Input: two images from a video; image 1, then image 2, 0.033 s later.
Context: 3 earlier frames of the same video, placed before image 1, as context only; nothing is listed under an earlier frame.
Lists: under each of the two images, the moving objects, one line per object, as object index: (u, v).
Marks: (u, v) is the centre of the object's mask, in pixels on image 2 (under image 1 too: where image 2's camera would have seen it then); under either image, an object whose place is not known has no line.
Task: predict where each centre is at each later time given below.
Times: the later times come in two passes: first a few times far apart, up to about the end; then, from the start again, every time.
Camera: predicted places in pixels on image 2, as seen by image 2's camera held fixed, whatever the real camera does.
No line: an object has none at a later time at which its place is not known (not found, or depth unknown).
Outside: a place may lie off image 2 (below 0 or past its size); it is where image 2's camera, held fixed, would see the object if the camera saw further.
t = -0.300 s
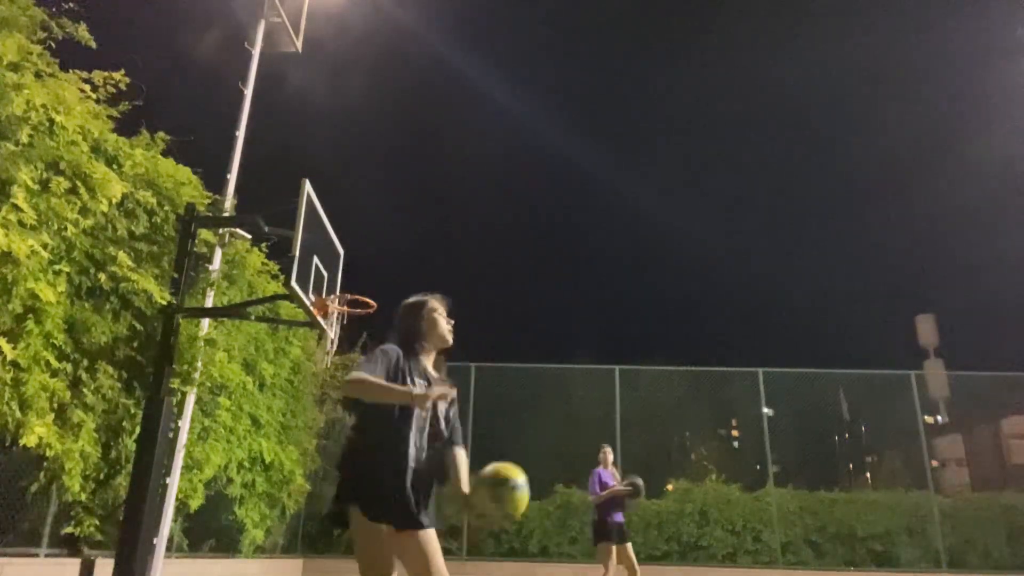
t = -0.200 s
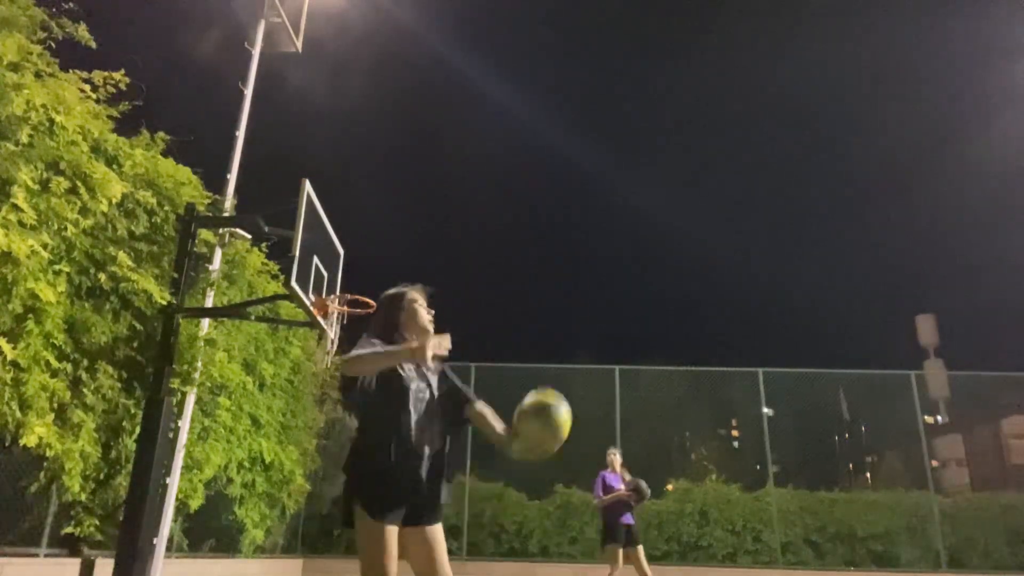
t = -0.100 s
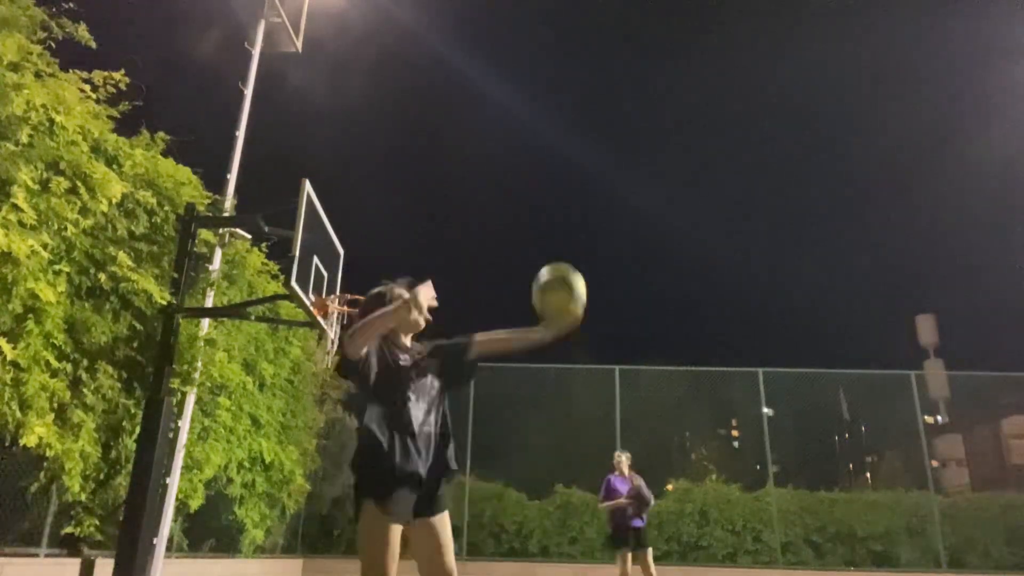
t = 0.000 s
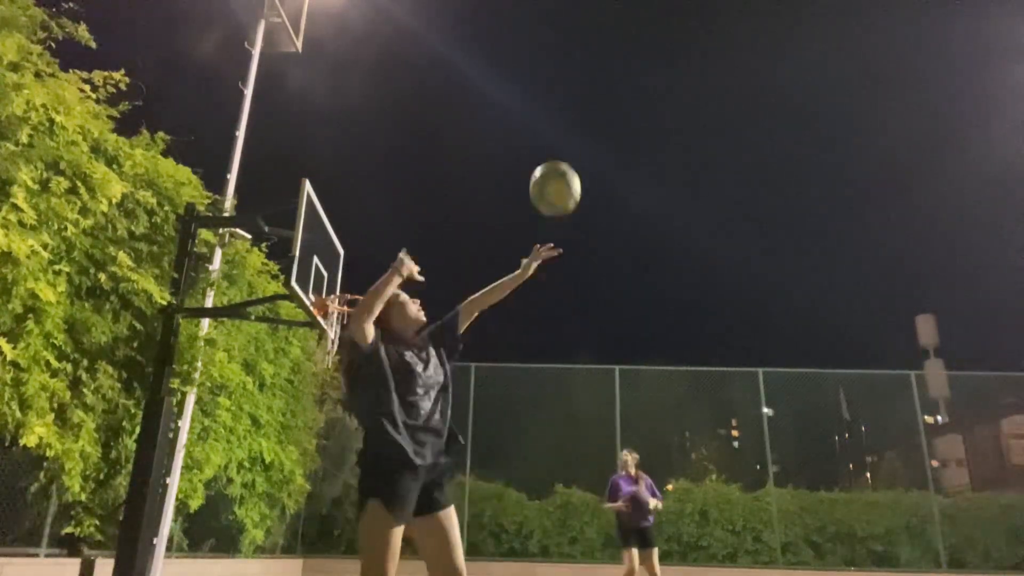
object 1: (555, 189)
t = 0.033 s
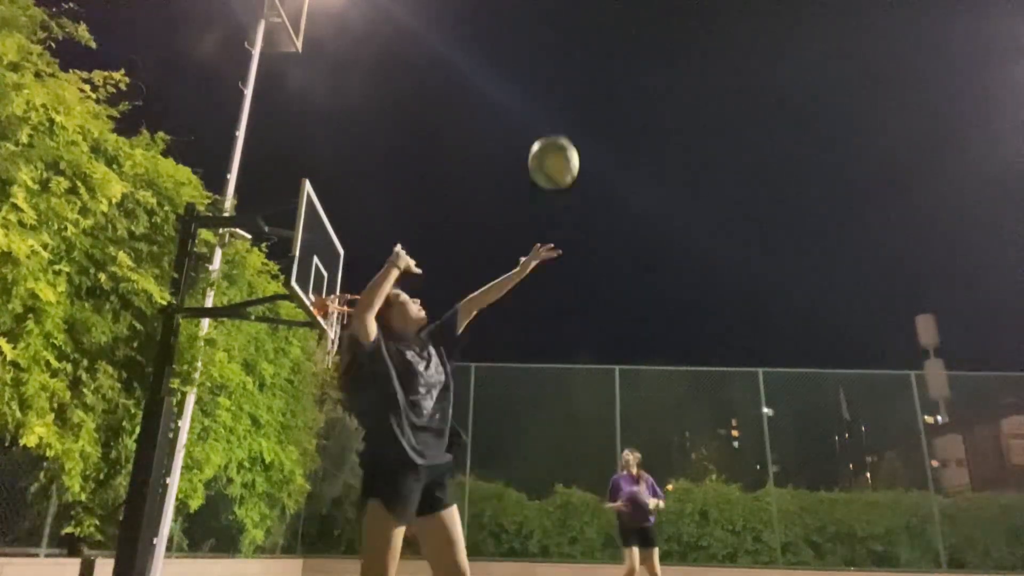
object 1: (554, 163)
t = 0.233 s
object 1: (545, 59)
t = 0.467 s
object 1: (536, 41)
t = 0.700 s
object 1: (527, 119)
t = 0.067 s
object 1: (552, 138)
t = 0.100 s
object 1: (551, 117)
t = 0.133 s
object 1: (549, 100)
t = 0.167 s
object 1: (548, 83)
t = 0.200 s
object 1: (546, 70)
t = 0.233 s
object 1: (545, 59)
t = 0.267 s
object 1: (544, 50)
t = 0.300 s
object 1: (543, 44)
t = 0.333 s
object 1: (541, 39)
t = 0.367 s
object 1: (540, 36)
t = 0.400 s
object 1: (539, 36)
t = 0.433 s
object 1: (538, 37)
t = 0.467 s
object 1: (536, 41)
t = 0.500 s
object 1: (535, 46)
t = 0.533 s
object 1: (534, 53)
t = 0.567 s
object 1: (533, 63)
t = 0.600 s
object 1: (531, 74)
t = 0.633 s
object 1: (530, 86)
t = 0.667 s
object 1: (529, 102)
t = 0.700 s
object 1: (527, 119)
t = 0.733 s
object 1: (526, 139)
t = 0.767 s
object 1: (525, 160)
